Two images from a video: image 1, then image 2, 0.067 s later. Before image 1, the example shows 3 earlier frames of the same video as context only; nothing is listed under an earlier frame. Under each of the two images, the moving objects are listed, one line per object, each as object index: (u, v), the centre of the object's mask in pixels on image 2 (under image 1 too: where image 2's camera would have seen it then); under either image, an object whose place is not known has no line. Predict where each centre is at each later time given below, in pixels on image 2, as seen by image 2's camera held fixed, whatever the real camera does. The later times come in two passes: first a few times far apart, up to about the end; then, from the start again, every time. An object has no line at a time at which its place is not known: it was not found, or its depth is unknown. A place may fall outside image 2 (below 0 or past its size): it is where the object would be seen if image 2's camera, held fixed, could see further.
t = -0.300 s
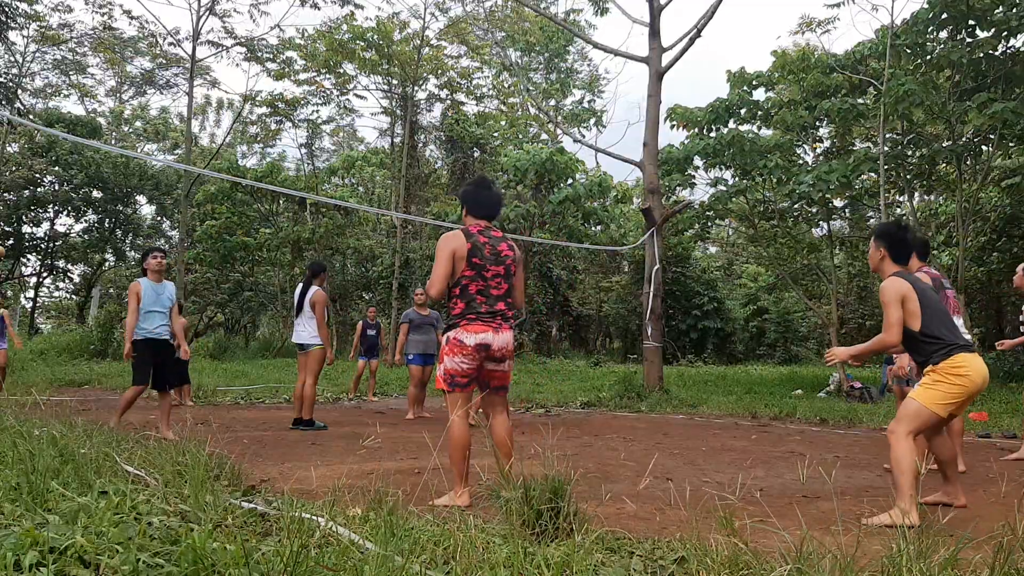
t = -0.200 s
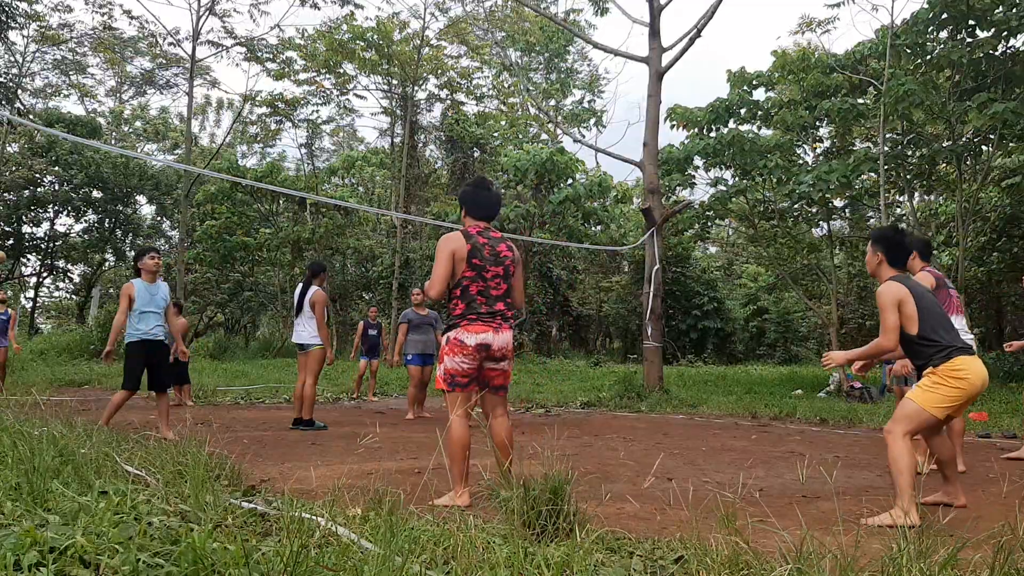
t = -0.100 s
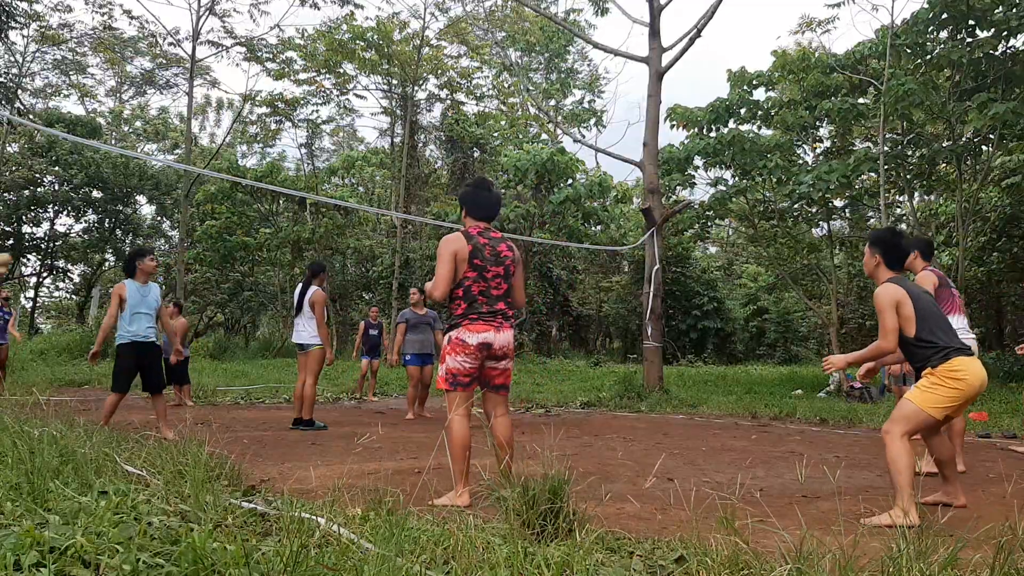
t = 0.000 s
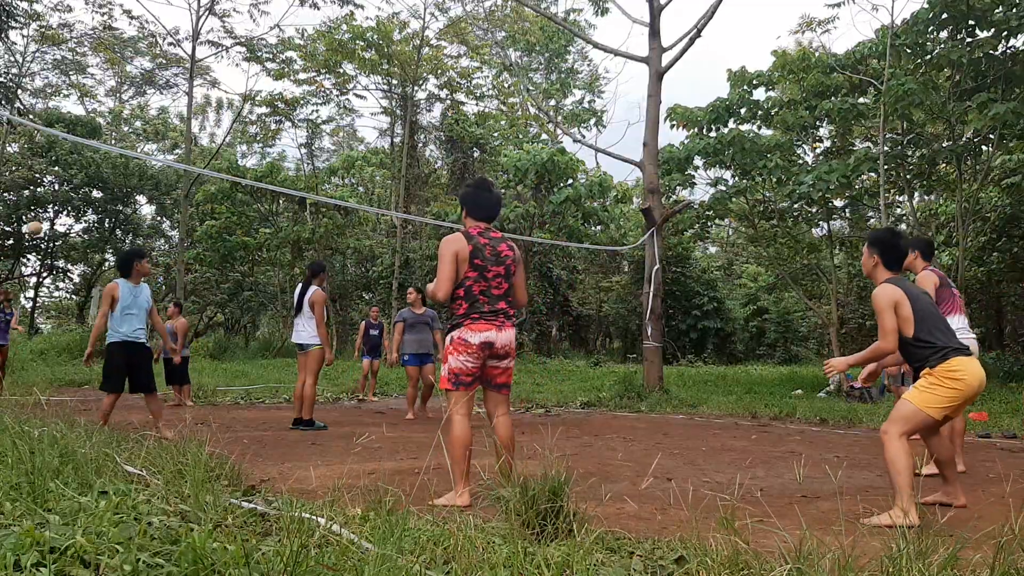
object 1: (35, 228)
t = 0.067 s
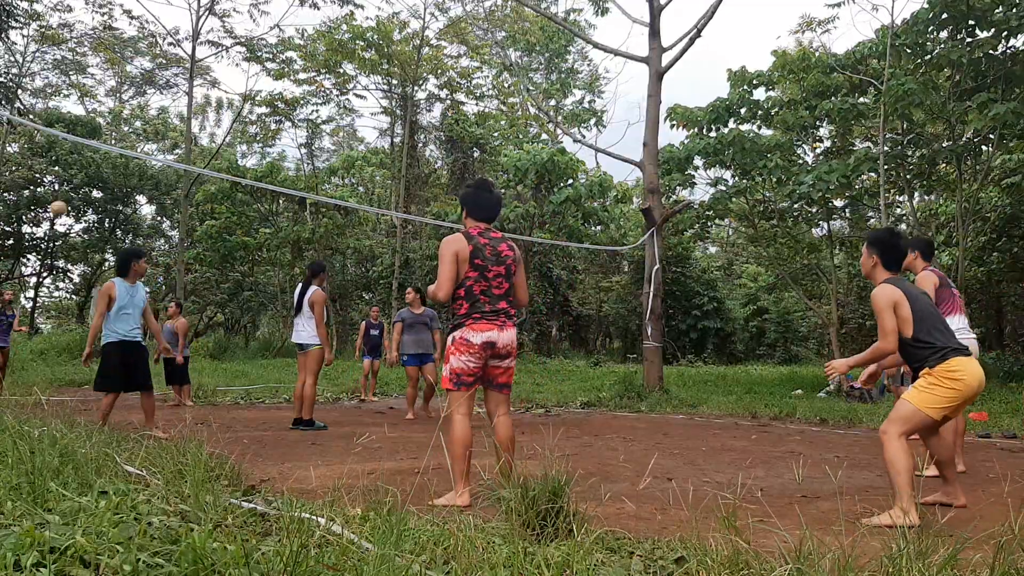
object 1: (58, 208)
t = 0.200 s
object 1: (113, 174)
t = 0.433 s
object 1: (246, 127)
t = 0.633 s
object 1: (414, 114)
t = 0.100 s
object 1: (70, 199)
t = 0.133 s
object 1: (84, 189)
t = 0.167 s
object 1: (98, 181)
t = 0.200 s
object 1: (113, 174)
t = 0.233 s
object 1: (129, 165)
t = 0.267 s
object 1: (146, 161)
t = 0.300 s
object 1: (163, 150)
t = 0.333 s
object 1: (183, 144)
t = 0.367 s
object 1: (203, 138)
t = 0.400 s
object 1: (223, 132)
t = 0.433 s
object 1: (246, 127)
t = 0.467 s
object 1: (269, 122)
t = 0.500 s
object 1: (295, 118)
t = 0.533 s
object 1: (322, 116)
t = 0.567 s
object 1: (350, 114)
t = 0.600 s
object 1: (382, 113)
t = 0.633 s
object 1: (414, 114)
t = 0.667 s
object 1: (451, 115)
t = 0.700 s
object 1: (490, 119)
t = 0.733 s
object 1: (530, 124)
